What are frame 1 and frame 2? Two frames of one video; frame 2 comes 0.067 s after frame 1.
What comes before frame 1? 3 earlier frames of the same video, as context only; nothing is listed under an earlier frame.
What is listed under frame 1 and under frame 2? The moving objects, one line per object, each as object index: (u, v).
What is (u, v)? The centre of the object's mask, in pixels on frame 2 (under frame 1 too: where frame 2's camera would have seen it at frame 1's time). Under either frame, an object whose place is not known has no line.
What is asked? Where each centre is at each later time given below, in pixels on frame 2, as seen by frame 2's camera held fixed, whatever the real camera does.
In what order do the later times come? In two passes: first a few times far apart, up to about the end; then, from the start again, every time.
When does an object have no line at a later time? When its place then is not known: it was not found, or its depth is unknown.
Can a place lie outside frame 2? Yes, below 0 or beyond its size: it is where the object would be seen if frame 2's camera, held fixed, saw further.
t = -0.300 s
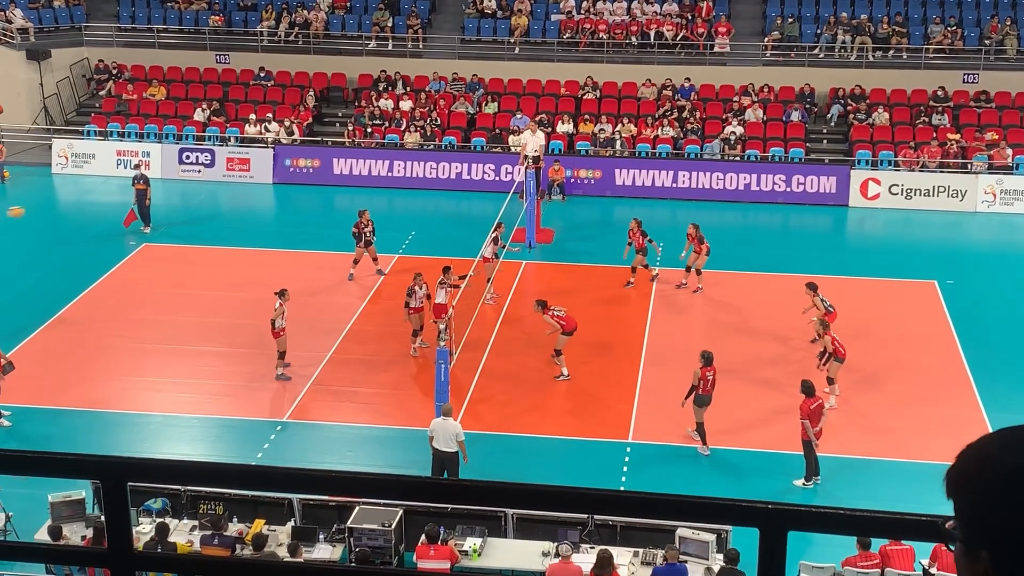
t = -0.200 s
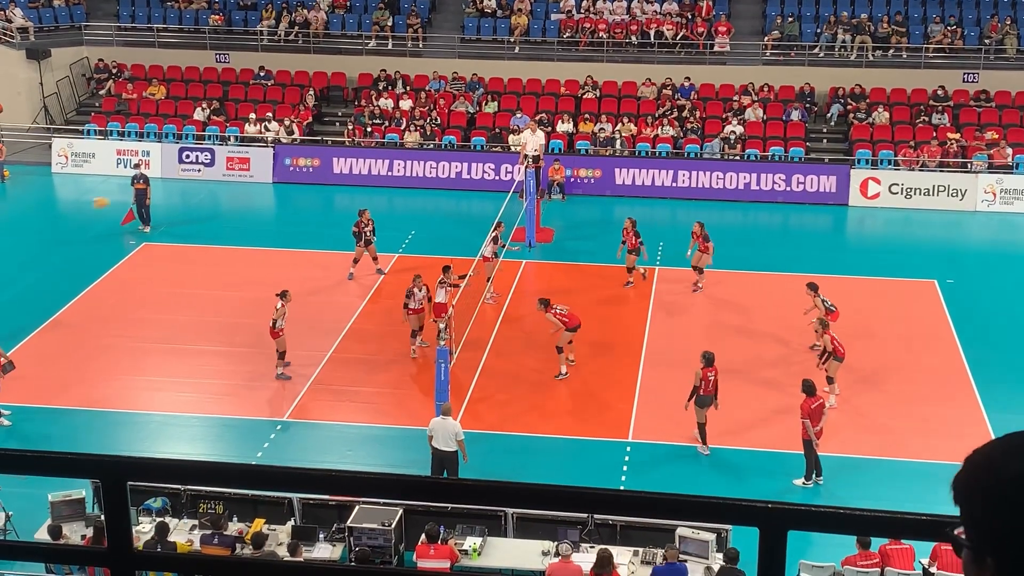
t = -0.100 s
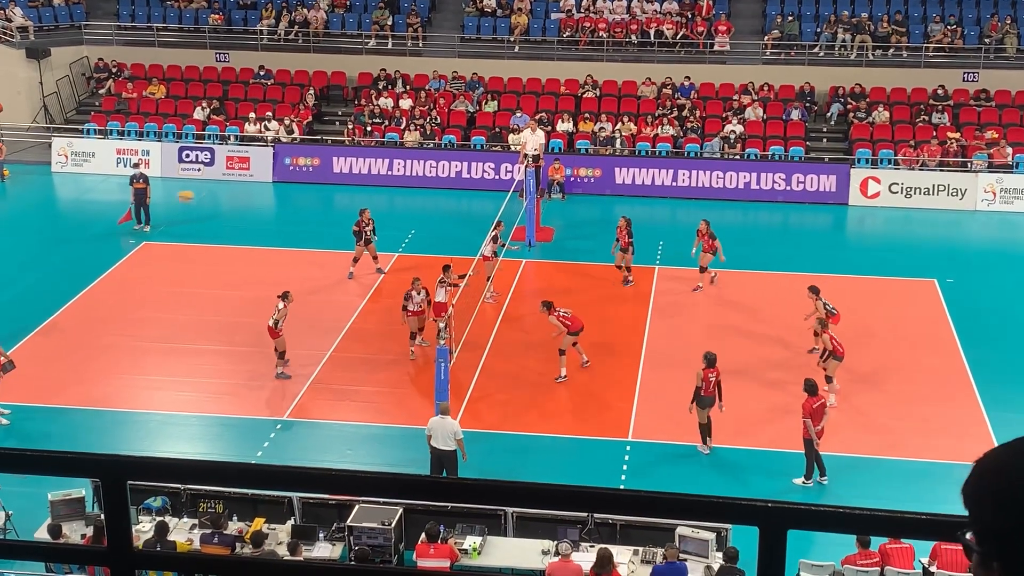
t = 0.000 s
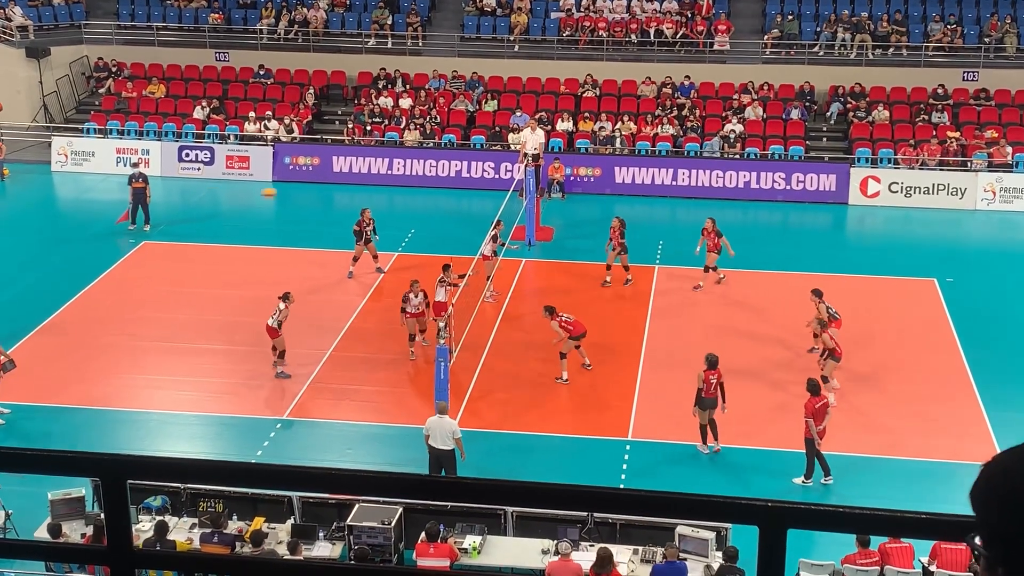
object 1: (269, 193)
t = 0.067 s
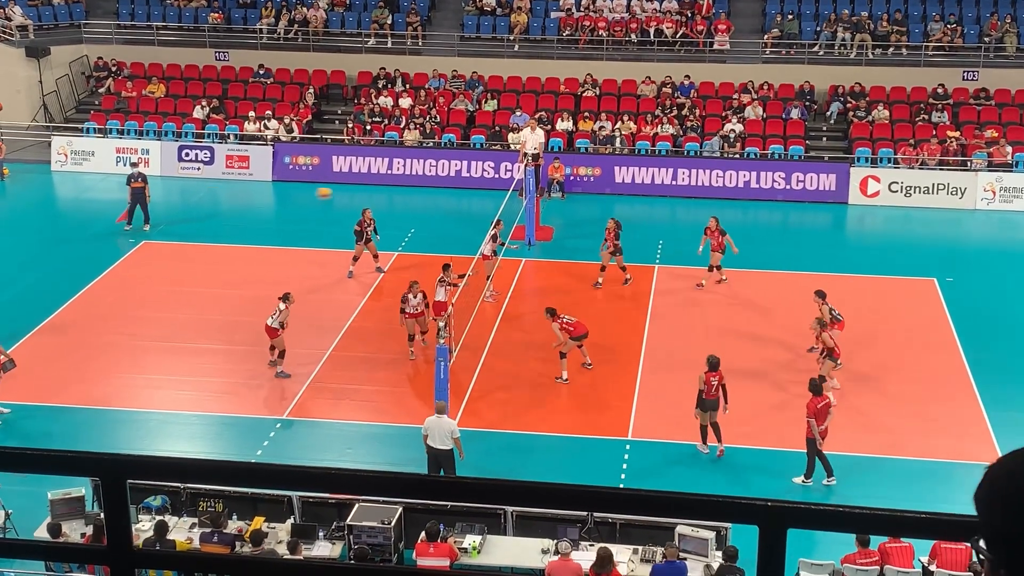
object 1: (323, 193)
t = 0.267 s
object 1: (485, 207)
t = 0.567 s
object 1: (707, 260)
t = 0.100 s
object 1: (351, 193)
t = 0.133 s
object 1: (378, 195)
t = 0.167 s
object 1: (405, 197)
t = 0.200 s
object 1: (432, 200)
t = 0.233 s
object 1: (458, 203)
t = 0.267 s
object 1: (485, 207)
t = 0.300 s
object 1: (510, 210)
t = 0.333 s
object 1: (536, 214)
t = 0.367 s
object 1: (562, 219)
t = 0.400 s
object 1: (587, 225)
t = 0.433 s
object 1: (612, 230)
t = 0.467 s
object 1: (636, 237)
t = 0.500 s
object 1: (660, 244)
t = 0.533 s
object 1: (684, 252)
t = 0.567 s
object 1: (707, 260)
